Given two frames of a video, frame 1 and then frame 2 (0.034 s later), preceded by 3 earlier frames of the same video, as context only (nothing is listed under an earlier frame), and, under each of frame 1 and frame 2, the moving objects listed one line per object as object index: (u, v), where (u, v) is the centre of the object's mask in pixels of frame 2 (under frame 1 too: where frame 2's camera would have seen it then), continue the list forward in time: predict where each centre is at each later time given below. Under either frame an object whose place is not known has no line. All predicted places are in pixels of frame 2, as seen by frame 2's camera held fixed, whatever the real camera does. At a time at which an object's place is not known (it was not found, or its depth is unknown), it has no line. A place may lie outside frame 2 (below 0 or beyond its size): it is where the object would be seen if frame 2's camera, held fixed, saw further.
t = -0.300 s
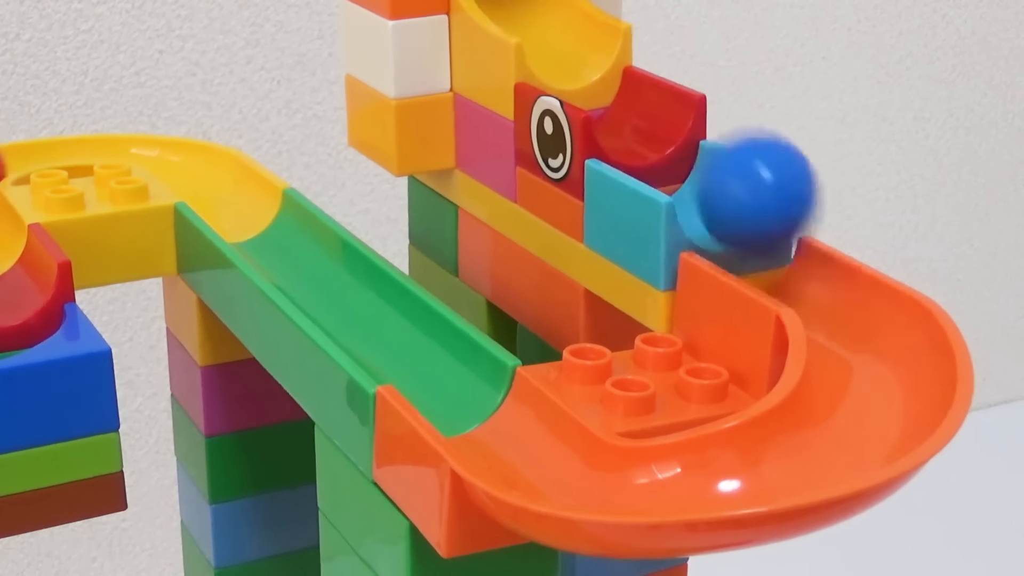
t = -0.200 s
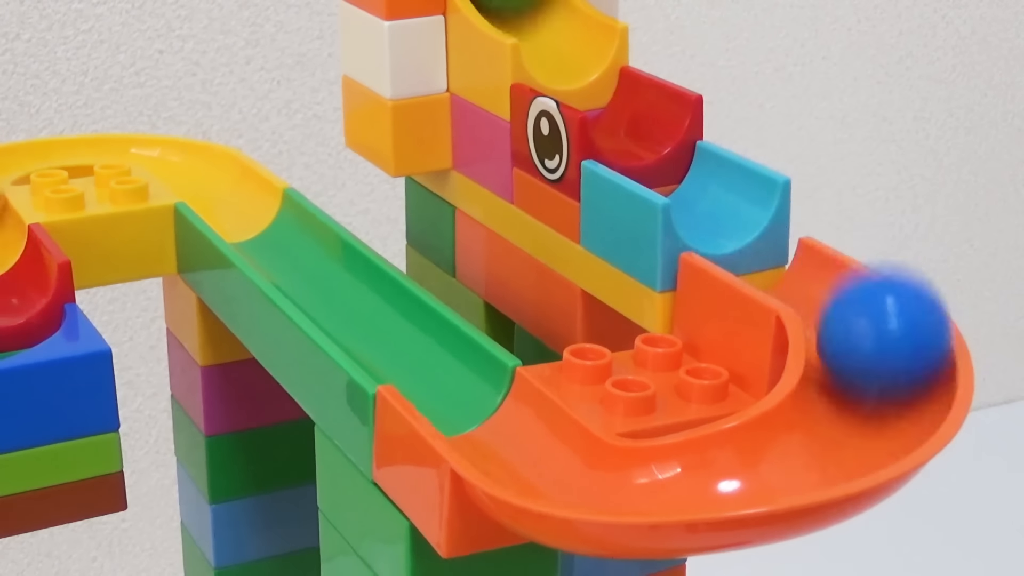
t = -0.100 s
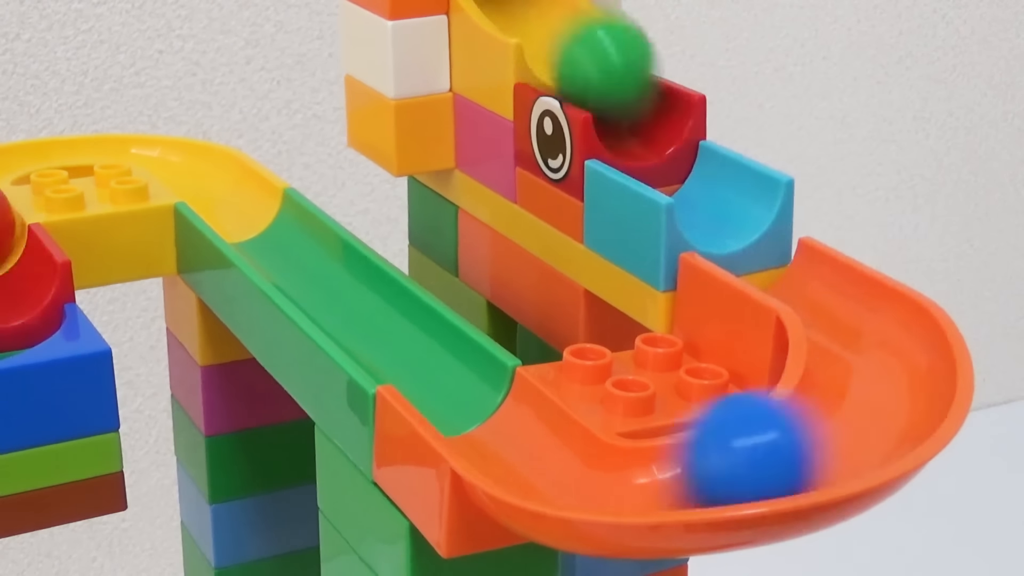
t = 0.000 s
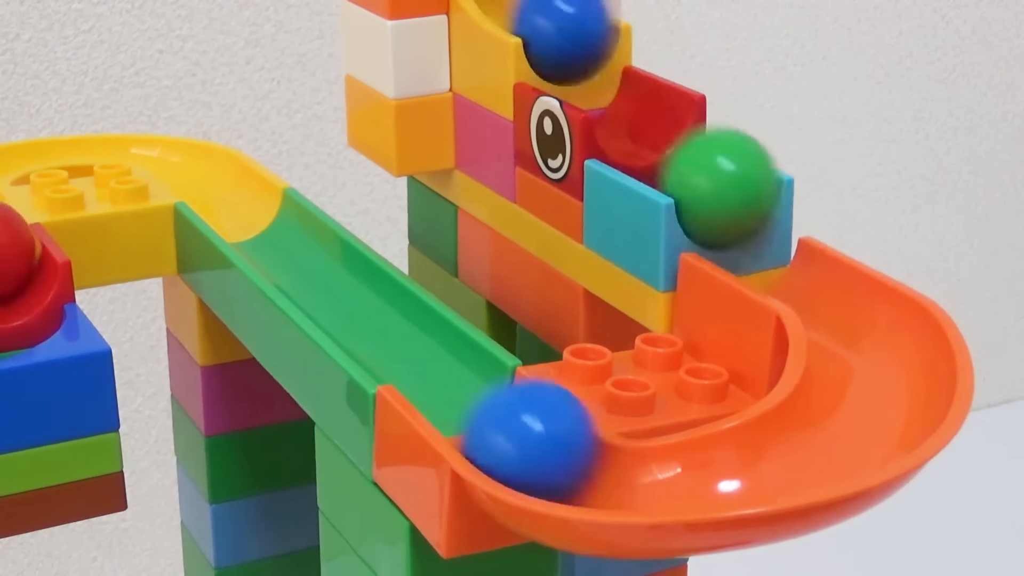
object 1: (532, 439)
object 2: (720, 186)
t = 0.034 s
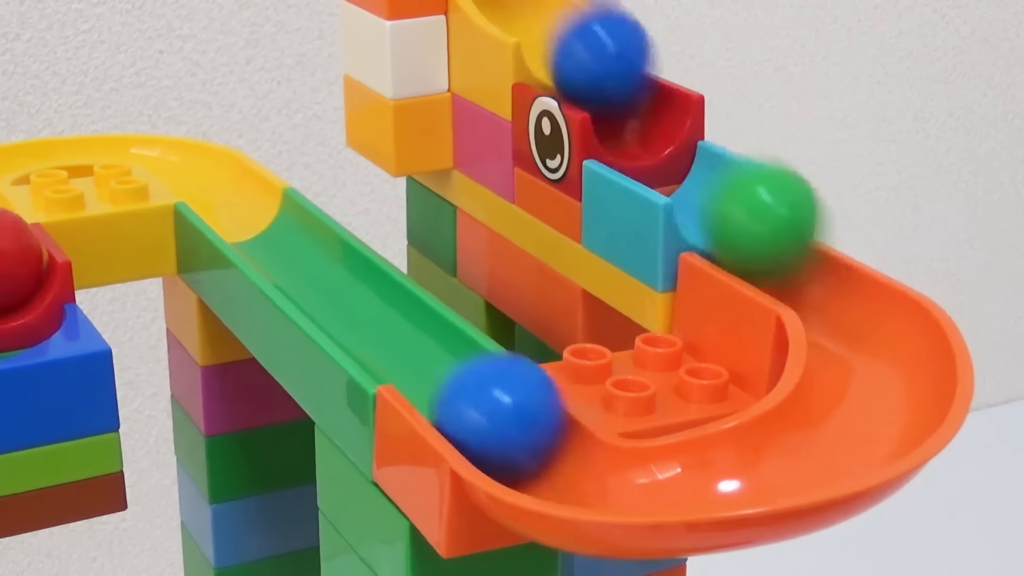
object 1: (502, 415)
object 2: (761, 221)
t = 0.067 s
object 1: (476, 393)
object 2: (825, 281)
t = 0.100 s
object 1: (454, 374)
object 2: (869, 316)
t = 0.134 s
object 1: (429, 358)
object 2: (884, 367)
